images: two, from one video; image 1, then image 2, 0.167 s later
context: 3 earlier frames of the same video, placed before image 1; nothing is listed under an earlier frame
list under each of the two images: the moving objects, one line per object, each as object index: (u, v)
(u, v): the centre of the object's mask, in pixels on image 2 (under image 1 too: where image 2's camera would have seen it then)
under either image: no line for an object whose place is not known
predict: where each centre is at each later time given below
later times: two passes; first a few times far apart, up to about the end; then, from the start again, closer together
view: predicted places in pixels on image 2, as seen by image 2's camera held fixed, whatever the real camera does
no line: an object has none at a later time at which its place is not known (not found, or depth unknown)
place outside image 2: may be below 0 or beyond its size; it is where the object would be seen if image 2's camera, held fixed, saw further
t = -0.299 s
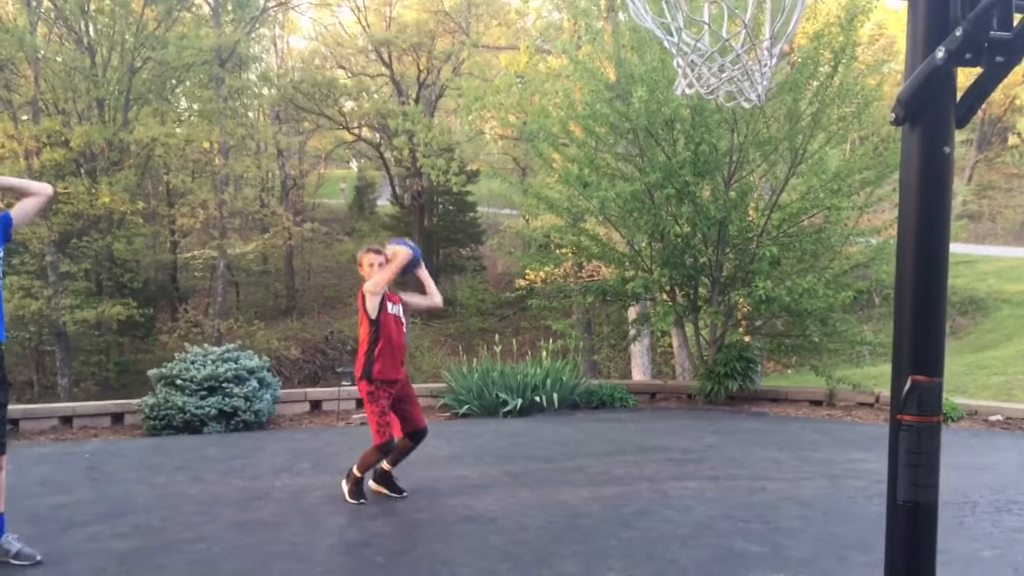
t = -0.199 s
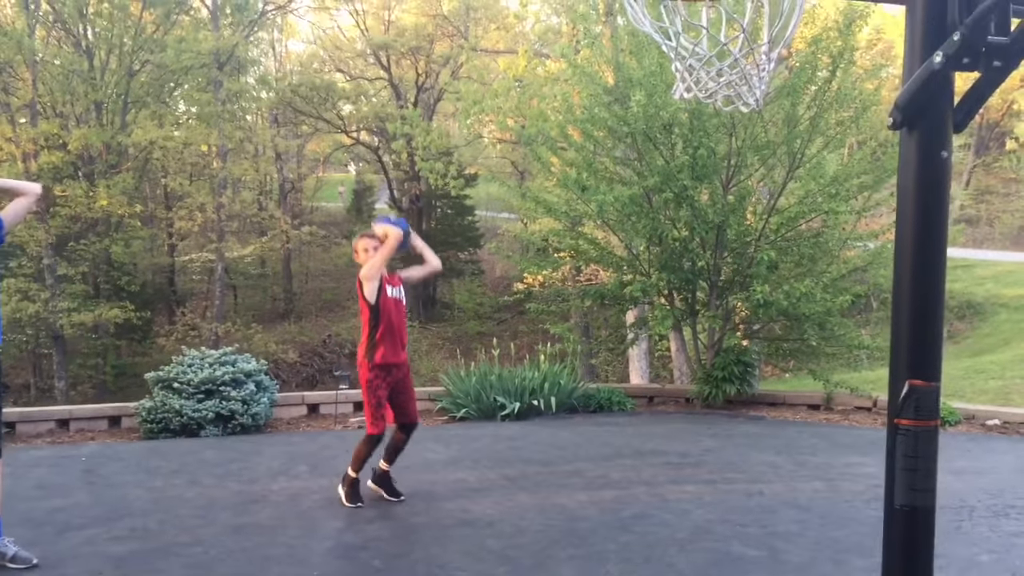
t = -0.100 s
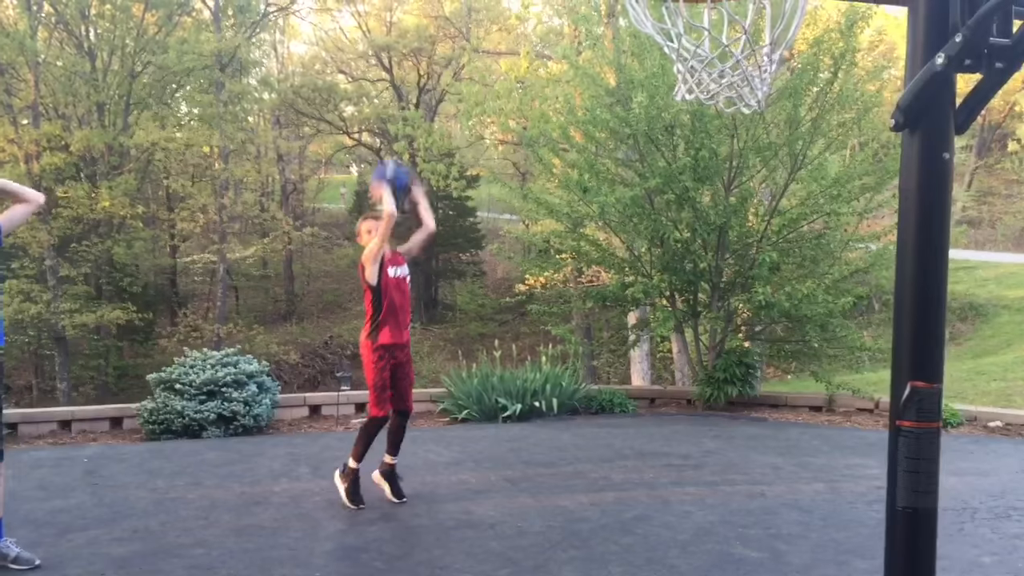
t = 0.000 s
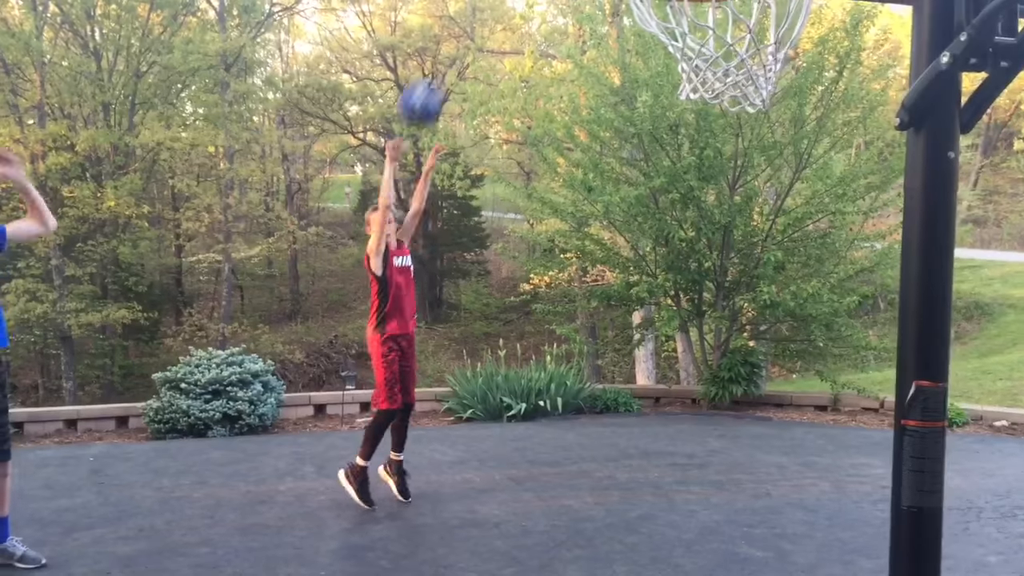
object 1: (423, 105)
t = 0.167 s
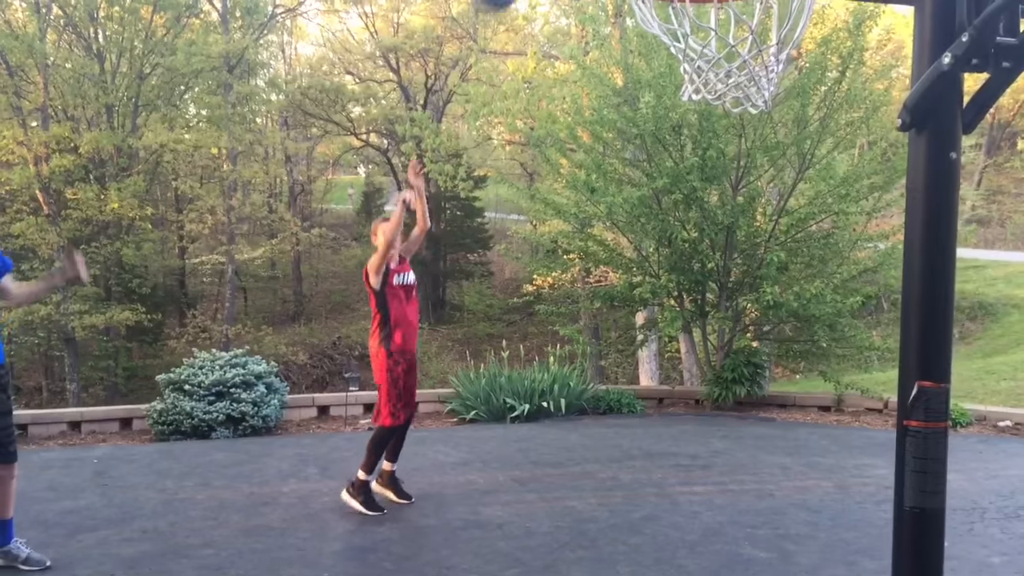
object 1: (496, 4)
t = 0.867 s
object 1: (854, 74)
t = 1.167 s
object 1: (704, 524)
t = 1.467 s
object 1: (617, 359)
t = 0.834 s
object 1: (873, 35)
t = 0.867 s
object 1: (854, 74)
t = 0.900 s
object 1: (833, 125)
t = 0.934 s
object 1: (814, 173)
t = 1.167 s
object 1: (704, 524)
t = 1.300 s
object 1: (658, 517)
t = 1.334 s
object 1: (650, 490)
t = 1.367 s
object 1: (641, 453)
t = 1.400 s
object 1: (633, 418)
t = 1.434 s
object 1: (626, 387)
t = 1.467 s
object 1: (617, 359)
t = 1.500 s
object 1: (610, 335)
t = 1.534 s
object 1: (602, 314)
